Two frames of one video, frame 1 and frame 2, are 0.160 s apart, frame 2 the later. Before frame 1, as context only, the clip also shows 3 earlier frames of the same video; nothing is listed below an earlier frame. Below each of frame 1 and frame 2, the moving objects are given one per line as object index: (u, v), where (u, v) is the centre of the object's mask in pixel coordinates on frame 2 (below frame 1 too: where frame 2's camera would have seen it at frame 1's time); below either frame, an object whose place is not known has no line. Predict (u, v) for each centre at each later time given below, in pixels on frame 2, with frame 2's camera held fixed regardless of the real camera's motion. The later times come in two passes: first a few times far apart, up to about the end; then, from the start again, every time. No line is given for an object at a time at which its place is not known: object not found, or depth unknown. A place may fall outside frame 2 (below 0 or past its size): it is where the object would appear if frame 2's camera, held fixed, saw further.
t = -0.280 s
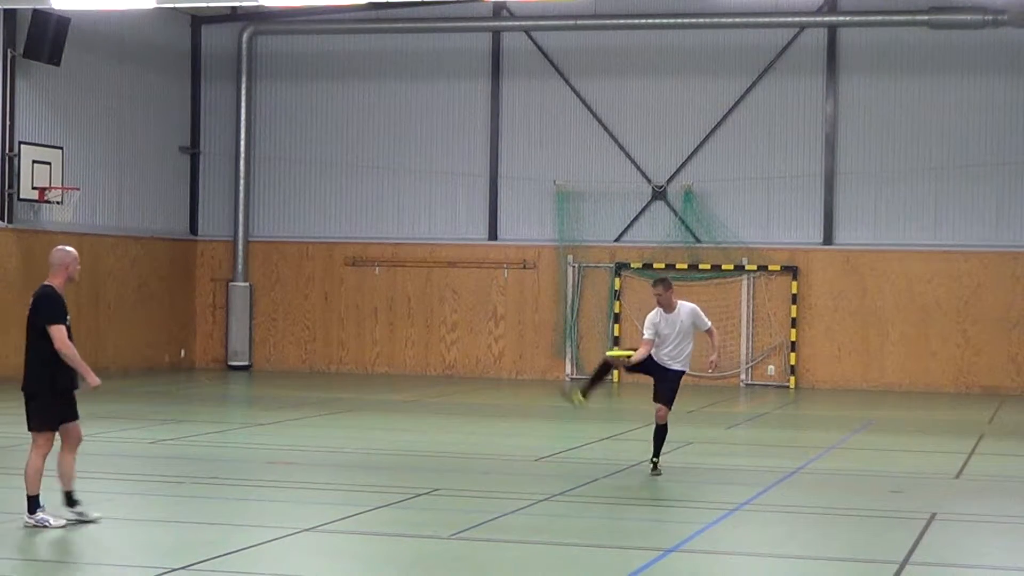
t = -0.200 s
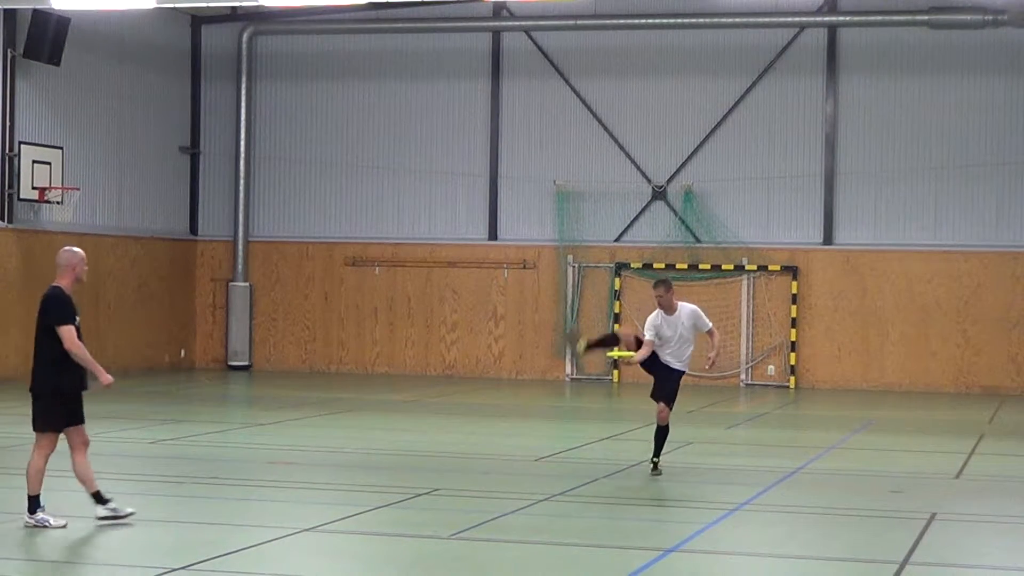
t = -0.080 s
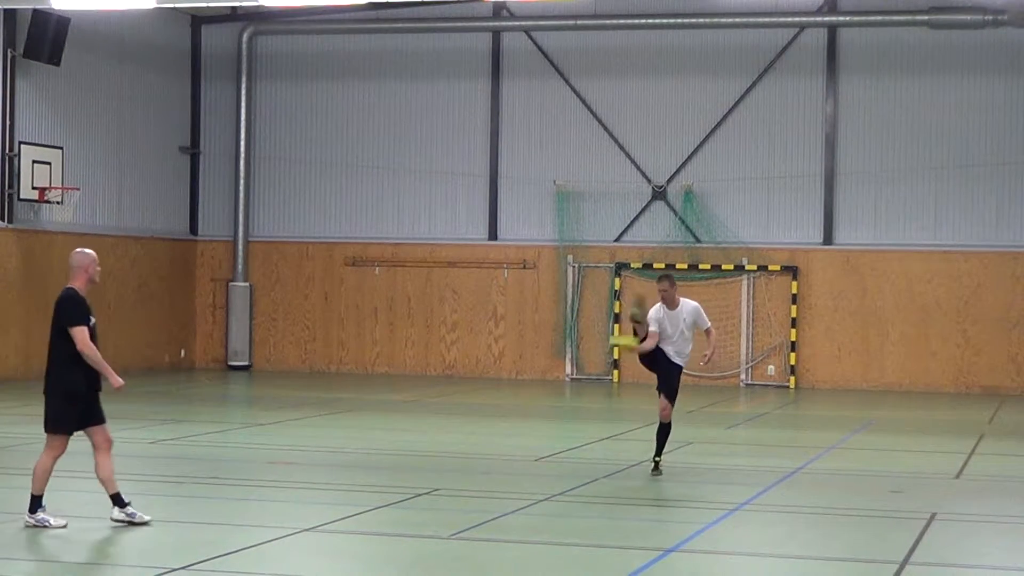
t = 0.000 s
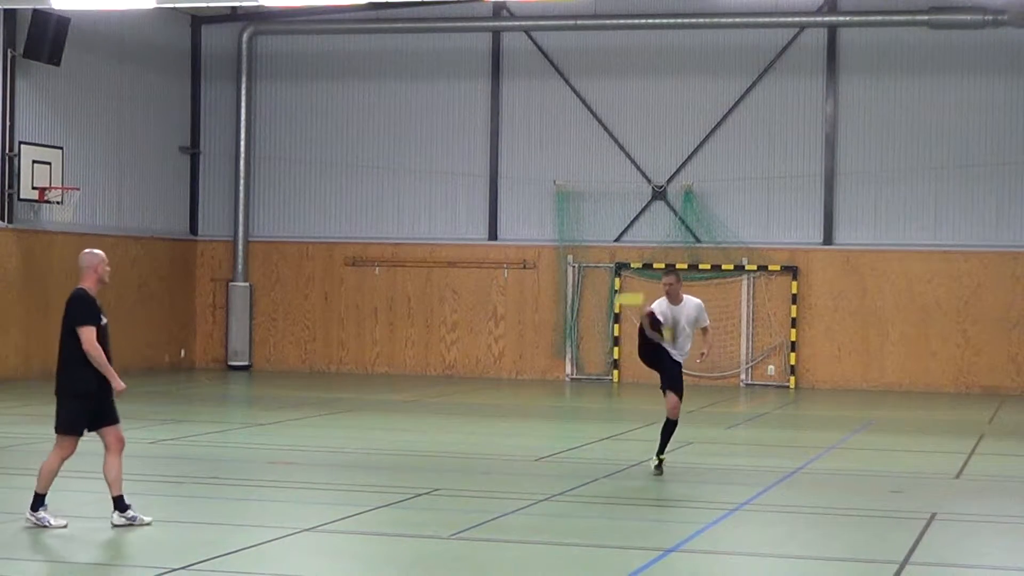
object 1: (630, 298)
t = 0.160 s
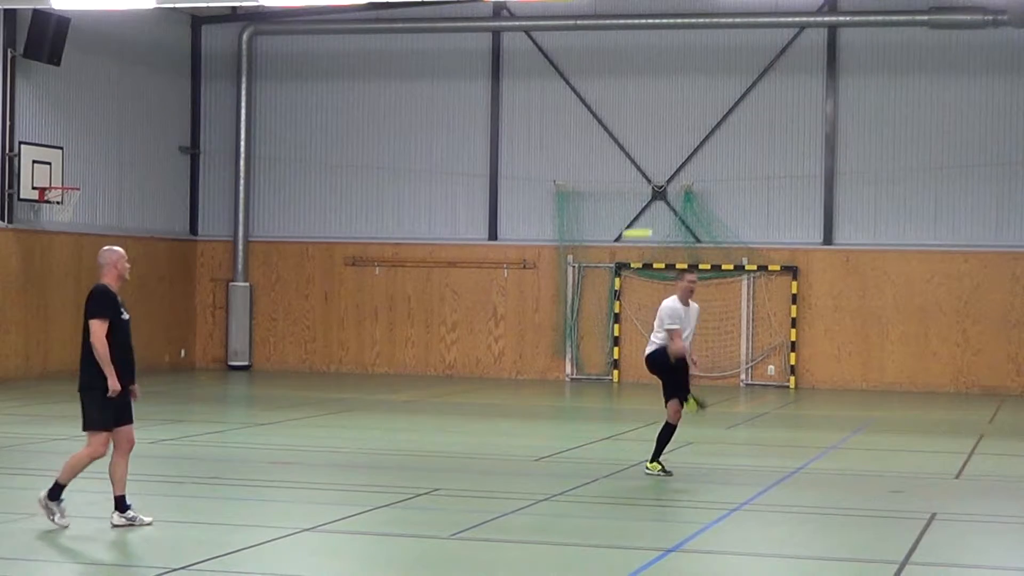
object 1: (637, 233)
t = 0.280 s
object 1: (643, 203)
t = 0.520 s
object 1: (653, 192)
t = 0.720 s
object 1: (662, 227)
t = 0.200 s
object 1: (639, 221)
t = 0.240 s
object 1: (641, 211)
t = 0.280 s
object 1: (643, 203)
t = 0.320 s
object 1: (645, 197)
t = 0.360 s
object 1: (647, 193)
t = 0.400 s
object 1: (648, 190)
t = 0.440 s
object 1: (650, 190)
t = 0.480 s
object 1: (651, 190)
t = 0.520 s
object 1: (653, 192)
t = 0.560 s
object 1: (655, 197)
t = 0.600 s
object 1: (656, 202)
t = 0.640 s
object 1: (658, 209)
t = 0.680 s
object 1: (659, 217)
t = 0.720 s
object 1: (662, 227)
